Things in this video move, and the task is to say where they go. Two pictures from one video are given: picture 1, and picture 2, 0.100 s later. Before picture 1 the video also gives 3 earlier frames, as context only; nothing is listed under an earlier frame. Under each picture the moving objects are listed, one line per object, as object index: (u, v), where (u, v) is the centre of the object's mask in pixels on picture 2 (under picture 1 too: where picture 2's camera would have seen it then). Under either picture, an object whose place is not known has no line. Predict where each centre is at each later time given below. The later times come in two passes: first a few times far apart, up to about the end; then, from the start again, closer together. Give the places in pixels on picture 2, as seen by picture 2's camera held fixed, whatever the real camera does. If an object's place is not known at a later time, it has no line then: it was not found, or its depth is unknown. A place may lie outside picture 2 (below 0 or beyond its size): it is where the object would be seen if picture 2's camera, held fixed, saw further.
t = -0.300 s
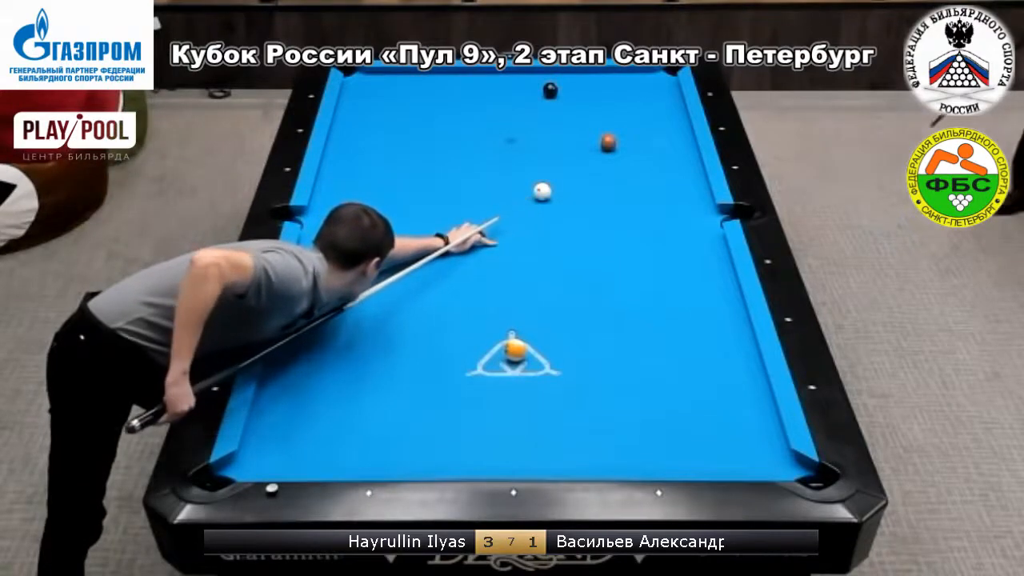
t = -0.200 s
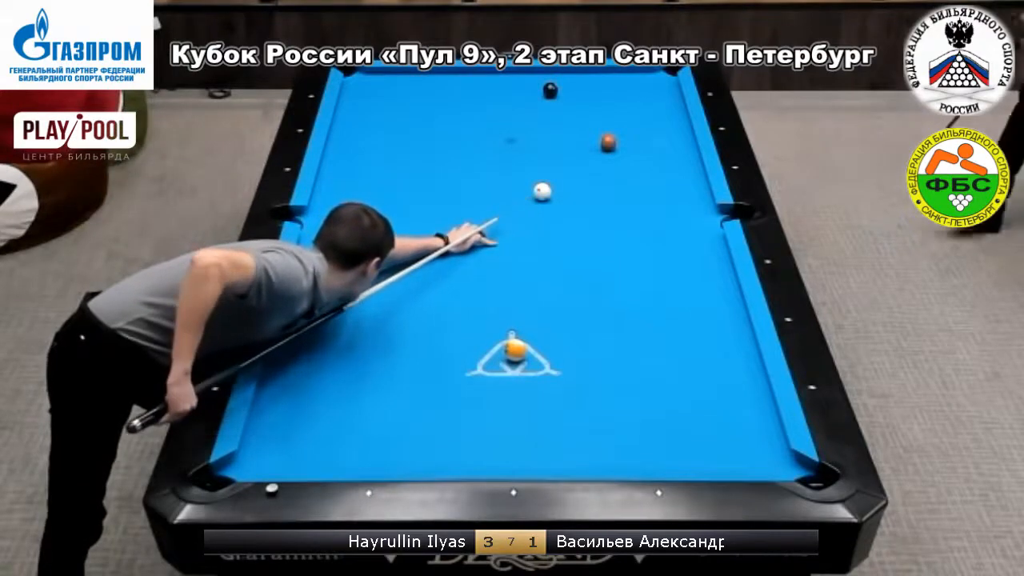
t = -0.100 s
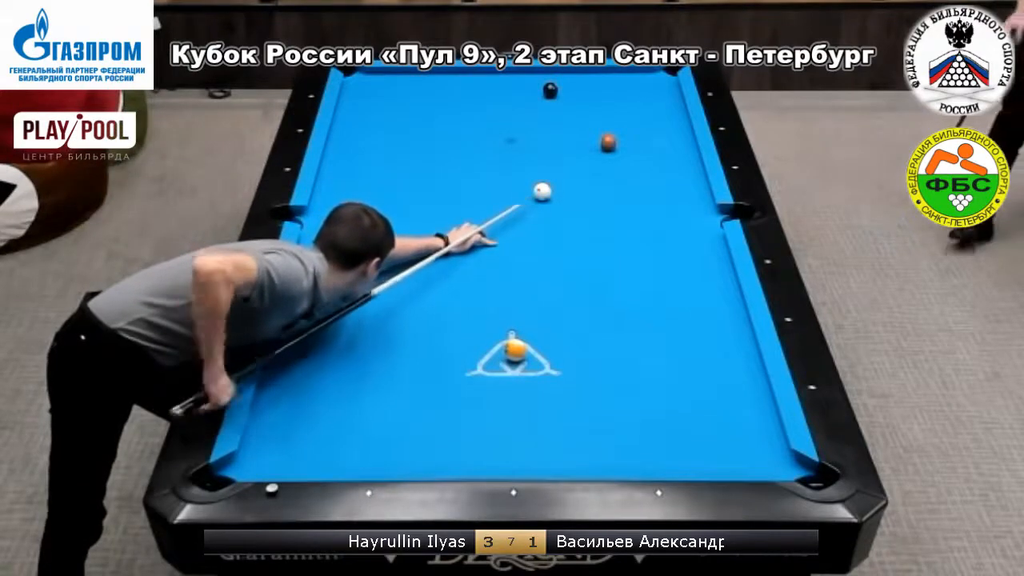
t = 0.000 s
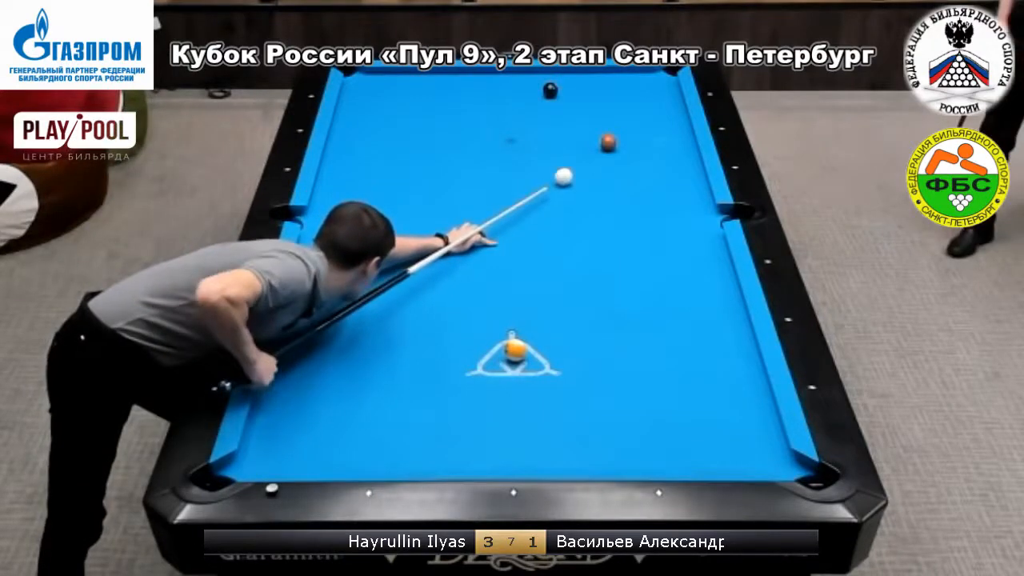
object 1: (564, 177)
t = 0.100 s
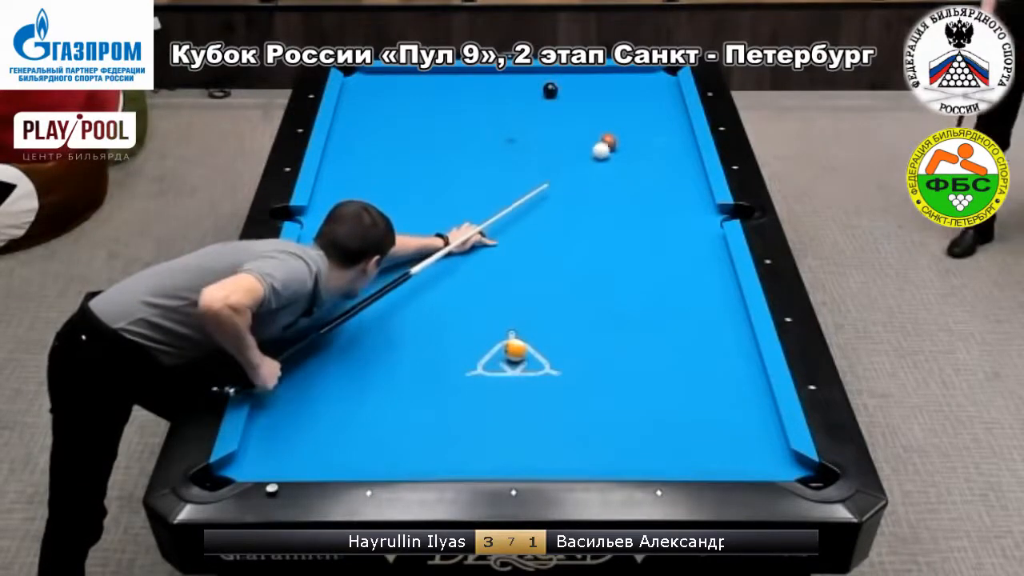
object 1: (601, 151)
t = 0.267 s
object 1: (628, 149)
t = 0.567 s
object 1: (675, 142)
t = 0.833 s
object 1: (671, 138)
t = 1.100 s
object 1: (646, 135)
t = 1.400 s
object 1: (622, 132)
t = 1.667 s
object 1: (601, 130)
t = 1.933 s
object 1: (583, 128)
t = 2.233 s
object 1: (565, 126)
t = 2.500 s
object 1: (550, 124)
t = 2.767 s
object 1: (537, 123)
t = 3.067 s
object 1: (524, 122)
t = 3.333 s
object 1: (515, 121)
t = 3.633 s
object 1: (506, 120)
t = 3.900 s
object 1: (500, 119)
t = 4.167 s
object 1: (495, 119)
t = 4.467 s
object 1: (492, 118)
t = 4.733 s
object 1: (491, 118)
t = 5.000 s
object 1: (491, 118)
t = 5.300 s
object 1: (491, 118)
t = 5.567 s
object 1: (491, 118)
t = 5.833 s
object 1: (491, 118)
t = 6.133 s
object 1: (491, 118)
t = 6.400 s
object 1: (491, 118)
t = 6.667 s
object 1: (491, 118)
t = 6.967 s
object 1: (491, 118)
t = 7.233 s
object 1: (491, 118)
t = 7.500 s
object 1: (491, 118)
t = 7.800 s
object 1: (491, 118)
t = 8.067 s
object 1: (491, 118)
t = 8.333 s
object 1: (491, 118)
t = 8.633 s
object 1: (491, 118)
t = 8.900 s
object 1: (491, 118)
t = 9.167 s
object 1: (491, 118)
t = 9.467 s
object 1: (491, 118)
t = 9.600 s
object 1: (491, 118)
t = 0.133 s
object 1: (607, 150)
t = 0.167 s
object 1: (613, 150)
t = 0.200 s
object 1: (618, 150)
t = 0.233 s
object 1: (623, 150)
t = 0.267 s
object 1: (628, 149)
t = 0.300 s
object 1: (634, 148)
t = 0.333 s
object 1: (639, 147)
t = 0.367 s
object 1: (644, 146)
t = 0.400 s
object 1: (650, 146)
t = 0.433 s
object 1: (655, 145)
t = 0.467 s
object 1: (660, 144)
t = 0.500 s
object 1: (665, 143)
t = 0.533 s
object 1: (670, 143)
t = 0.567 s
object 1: (675, 142)
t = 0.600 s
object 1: (681, 141)
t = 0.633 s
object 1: (686, 141)
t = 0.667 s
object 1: (687, 140)
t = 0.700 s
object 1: (683, 140)
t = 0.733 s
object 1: (680, 139)
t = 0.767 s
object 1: (677, 139)
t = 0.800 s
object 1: (674, 138)
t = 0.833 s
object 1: (671, 138)
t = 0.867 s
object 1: (668, 138)
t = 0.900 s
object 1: (664, 137)
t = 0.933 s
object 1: (661, 137)
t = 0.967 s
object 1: (658, 137)
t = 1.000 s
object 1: (655, 136)
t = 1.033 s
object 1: (652, 136)
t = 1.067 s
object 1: (649, 136)
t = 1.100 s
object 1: (646, 135)
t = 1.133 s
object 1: (643, 135)
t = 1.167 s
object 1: (640, 135)
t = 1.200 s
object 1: (638, 134)
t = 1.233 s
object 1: (635, 134)
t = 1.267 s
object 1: (632, 133)
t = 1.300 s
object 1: (629, 133)
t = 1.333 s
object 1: (627, 133)
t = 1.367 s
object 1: (624, 133)
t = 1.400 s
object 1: (622, 132)
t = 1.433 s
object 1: (619, 132)
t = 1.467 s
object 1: (616, 131)
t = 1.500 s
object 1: (614, 131)
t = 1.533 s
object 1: (611, 131)
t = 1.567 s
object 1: (609, 131)
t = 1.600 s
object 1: (606, 130)
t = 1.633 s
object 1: (604, 130)
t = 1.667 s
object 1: (601, 130)
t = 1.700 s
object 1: (599, 129)
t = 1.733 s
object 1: (597, 129)
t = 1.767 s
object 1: (594, 129)
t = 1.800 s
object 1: (592, 129)
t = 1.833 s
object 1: (590, 128)
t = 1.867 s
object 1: (587, 128)
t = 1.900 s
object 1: (585, 128)
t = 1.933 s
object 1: (583, 128)
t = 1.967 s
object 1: (581, 127)
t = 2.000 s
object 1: (579, 127)
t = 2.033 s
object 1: (577, 127)
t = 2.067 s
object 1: (575, 127)
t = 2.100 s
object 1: (573, 127)
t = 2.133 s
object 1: (571, 126)
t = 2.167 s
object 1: (568, 126)
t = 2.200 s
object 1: (566, 126)
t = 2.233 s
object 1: (565, 126)
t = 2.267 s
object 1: (563, 126)
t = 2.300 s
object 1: (561, 125)
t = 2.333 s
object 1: (559, 125)
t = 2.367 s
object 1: (557, 125)
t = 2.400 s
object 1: (555, 125)
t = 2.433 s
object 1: (553, 125)
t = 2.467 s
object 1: (551, 124)
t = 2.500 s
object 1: (550, 124)
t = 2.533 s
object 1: (548, 124)
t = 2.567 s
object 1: (546, 124)
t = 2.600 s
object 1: (544, 124)
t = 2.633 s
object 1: (543, 123)
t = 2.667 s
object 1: (541, 124)
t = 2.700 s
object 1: (540, 123)
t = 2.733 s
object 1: (538, 123)
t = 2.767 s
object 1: (537, 123)
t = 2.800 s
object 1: (535, 123)
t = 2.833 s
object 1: (534, 123)
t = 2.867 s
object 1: (532, 123)
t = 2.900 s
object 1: (531, 122)
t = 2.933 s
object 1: (530, 122)
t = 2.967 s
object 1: (528, 122)
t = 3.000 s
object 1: (527, 122)
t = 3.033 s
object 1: (525, 122)
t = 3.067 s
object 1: (524, 122)
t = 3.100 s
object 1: (523, 121)
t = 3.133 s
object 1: (522, 121)
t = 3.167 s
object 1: (521, 121)
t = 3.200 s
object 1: (519, 121)
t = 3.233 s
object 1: (518, 121)
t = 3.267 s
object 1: (517, 121)
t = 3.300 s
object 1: (516, 121)
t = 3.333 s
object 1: (515, 121)
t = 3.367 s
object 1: (514, 120)
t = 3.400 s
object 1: (513, 120)
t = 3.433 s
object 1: (512, 120)
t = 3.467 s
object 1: (511, 120)
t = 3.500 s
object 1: (510, 120)
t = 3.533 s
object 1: (509, 120)
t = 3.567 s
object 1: (508, 120)
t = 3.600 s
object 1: (507, 120)
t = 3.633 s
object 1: (506, 120)
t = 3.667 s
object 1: (505, 120)
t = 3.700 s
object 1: (504, 119)
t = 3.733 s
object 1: (504, 119)
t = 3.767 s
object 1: (503, 119)
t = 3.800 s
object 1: (502, 119)
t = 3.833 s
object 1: (501, 119)
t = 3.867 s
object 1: (501, 119)
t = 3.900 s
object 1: (500, 119)
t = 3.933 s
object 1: (499, 119)
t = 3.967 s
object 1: (499, 119)
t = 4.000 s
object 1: (498, 119)
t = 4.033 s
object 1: (497, 119)
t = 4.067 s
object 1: (497, 119)
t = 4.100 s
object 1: (496, 119)
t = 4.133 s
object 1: (496, 119)
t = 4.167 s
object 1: (495, 119)
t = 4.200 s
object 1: (495, 119)
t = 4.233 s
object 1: (494, 119)
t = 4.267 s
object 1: (494, 118)
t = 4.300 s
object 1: (493, 118)
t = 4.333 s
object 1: (493, 118)
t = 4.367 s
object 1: (493, 118)
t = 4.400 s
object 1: (492, 118)
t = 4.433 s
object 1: (492, 118)
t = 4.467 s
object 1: (492, 118)
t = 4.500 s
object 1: (492, 118)
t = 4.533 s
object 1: (492, 118)
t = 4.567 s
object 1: (491, 118)
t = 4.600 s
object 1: (491, 118)
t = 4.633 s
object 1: (491, 118)
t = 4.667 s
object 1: (491, 118)
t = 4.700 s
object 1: (491, 118)
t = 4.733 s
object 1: (491, 118)
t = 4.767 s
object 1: (491, 118)
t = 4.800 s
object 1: (491, 118)
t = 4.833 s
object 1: (491, 118)
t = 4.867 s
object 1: (491, 118)
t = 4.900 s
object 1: (491, 118)
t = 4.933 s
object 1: (491, 118)
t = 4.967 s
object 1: (491, 118)
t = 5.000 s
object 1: (491, 118)
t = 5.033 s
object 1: (491, 118)
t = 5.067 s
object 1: (491, 118)
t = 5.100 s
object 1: (491, 118)
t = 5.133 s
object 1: (491, 118)
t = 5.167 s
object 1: (491, 118)
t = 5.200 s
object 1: (491, 118)
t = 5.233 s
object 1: (491, 118)
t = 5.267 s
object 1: (491, 118)
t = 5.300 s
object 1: (491, 118)
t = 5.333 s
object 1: (491, 118)
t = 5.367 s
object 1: (491, 118)
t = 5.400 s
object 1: (491, 118)
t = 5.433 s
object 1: (491, 118)
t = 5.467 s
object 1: (491, 118)
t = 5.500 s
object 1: (491, 118)
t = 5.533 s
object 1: (491, 118)
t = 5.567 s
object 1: (491, 118)
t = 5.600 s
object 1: (491, 118)
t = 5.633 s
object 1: (491, 118)
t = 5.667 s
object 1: (491, 118)
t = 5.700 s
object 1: (491, 118)
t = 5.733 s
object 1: (491, 118)
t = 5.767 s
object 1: (491, 118)
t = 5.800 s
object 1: (491, 118)
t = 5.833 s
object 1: (491, 118)
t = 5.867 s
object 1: (491, 118)
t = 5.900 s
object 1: (491, 118)
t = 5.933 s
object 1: (491, 118)
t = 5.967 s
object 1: (491, 118)
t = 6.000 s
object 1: (491, 118)
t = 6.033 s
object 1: (491, 118)
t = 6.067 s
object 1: (491, 118)
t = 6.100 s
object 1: (491, 118)
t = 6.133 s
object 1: (491, 118)
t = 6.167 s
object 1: (491, 118)
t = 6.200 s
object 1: (491, 118)
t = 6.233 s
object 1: (491, 118)
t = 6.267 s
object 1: (491, 118)
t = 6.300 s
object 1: (491, 118)
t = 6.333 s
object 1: (491, 118)
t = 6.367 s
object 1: (491, 118)
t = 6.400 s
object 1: (491, 118)
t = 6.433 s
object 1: (491, 118)
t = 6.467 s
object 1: (491, 118)
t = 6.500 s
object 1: (491, 118)
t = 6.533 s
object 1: (491, 118)
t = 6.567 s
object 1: (491, 118)
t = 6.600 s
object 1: (491, 118)
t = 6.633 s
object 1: (491, 118)
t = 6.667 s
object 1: (491, 118)
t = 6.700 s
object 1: (491, 118)
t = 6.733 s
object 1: (491, 118)
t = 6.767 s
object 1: (491, 118)
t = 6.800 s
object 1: (491, 118)
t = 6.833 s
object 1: (491, 118)
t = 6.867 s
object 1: (491, 118)
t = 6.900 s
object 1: (491, 118)
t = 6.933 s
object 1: (491, 118)
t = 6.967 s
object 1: (491, 118)
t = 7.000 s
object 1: (491, 118)
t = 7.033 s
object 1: (491, 118)
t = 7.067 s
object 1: (491, 118)
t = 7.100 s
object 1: (491, 118)
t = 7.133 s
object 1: (491, 118)
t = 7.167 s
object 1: (491, 118)
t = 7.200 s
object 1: (491, 118)
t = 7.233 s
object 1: (491, 118)
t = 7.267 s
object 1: (491, 118)
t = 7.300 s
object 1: (491, 118)
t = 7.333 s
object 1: (491, 118)
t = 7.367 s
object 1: (491, 118)
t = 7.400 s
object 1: (491, 118)
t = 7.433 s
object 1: (491, 118)
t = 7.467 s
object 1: (491, 118)
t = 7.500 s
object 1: (491, 118)
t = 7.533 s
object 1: (491, 118)
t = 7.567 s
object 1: (491, 118)
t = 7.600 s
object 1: (491, 118)
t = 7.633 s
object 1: (491, 118)
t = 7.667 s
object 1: (491, 118)
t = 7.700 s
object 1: (491, 118)
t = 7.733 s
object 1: (491, 118)
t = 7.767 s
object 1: (491, 118)
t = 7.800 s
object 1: (491, 118)
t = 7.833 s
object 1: (491, 118)
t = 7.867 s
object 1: (491, 118)
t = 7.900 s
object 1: (491, 118)
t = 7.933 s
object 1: (491, 118)
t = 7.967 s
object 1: (491, 118)
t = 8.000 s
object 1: (491, 118)
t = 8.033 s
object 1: (491, 118)
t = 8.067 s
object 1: (491, 118)
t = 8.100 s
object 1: (491, 118)
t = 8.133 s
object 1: (491, 118)
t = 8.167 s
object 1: (491, 118)
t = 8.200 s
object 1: (491, 118)
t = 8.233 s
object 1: (491, 118)
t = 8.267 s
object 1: (491, 118)
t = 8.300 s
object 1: (491, 118)
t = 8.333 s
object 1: (491, 118)
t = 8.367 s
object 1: (491, 118)
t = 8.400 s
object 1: (491, 118)
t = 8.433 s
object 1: (491, 118)
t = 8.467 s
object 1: (491, 118)
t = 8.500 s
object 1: (491, 118)
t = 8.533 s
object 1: (491, 118)
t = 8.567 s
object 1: (491, 118)
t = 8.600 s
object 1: (491, 118)
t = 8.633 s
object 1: (491, 118)
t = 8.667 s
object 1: (491, 118)
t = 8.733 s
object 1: (491, 118)
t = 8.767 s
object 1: (491, 118)
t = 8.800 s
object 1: (491, 118)
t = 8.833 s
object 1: (491, 118)
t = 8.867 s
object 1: (491, 118)
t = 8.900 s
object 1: (491, 118)
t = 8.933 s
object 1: (491, 118)
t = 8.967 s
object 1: (491, 118)
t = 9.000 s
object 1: (491, 118)
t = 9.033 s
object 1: (491, 118)
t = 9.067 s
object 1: (491, 118)
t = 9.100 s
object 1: (491, 118)
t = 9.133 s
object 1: (491, 118)
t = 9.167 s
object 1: (491, 118)
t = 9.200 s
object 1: (491, 118)
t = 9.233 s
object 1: (491, 118)
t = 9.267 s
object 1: (491, 118)
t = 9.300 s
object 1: (491, 118)
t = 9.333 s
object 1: (491, 118)
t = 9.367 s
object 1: (491, 118)
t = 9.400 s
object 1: (491, 118)
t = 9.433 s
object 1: (491, 118)
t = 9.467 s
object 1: (491, 118)
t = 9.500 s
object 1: (491, 118)
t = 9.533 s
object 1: (491, 118)
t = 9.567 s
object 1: (491, 118)
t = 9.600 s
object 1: (491, 118)
